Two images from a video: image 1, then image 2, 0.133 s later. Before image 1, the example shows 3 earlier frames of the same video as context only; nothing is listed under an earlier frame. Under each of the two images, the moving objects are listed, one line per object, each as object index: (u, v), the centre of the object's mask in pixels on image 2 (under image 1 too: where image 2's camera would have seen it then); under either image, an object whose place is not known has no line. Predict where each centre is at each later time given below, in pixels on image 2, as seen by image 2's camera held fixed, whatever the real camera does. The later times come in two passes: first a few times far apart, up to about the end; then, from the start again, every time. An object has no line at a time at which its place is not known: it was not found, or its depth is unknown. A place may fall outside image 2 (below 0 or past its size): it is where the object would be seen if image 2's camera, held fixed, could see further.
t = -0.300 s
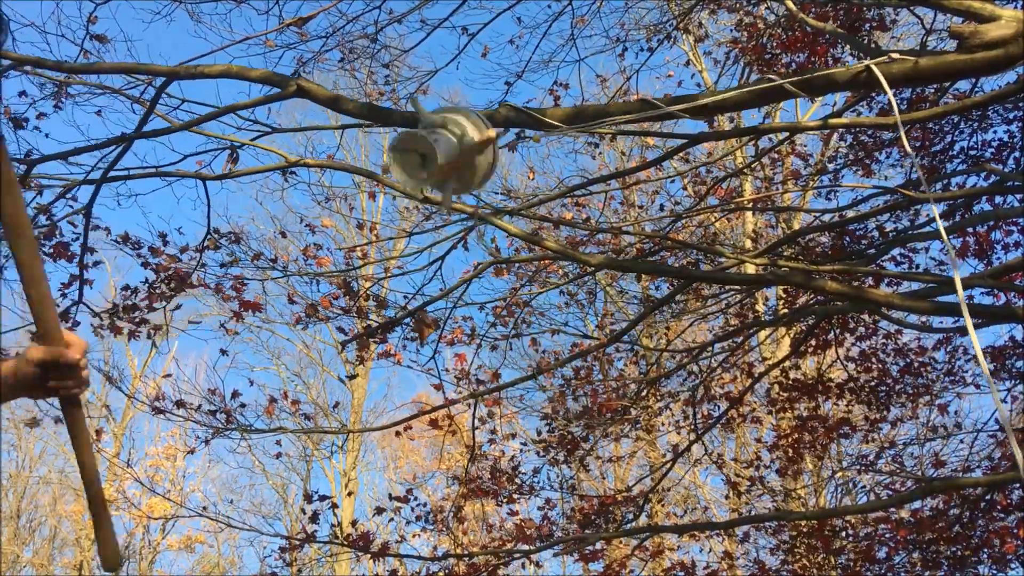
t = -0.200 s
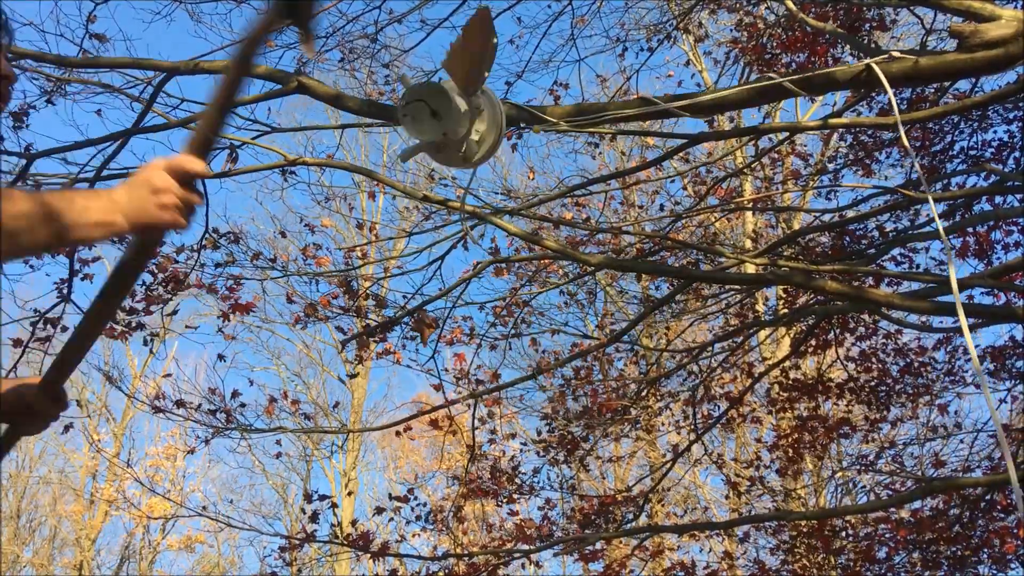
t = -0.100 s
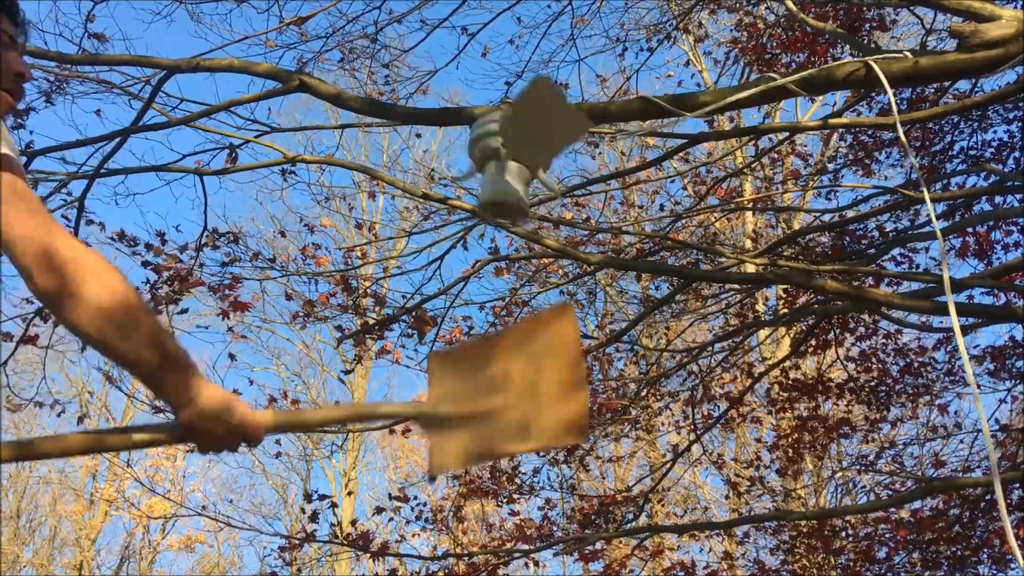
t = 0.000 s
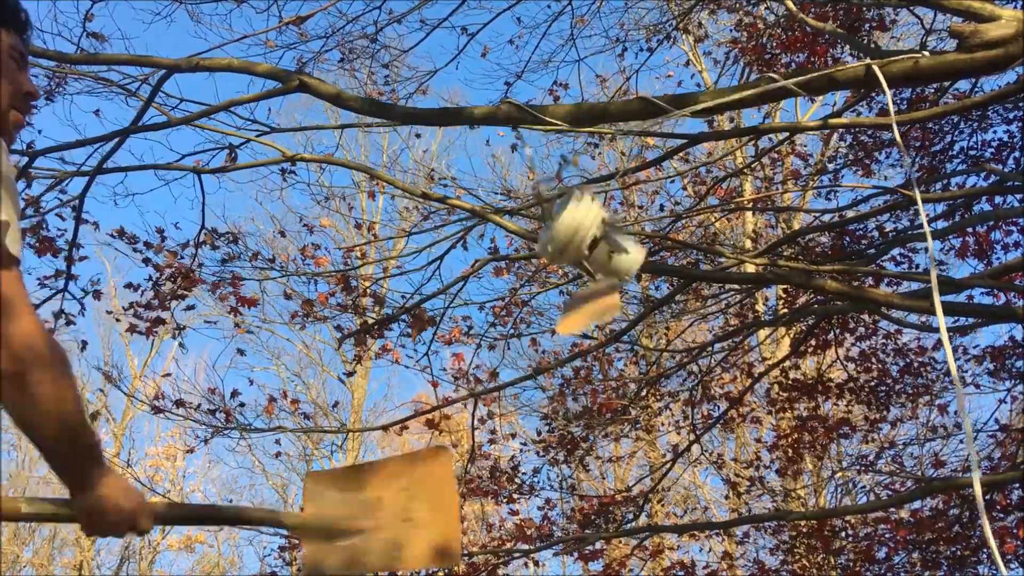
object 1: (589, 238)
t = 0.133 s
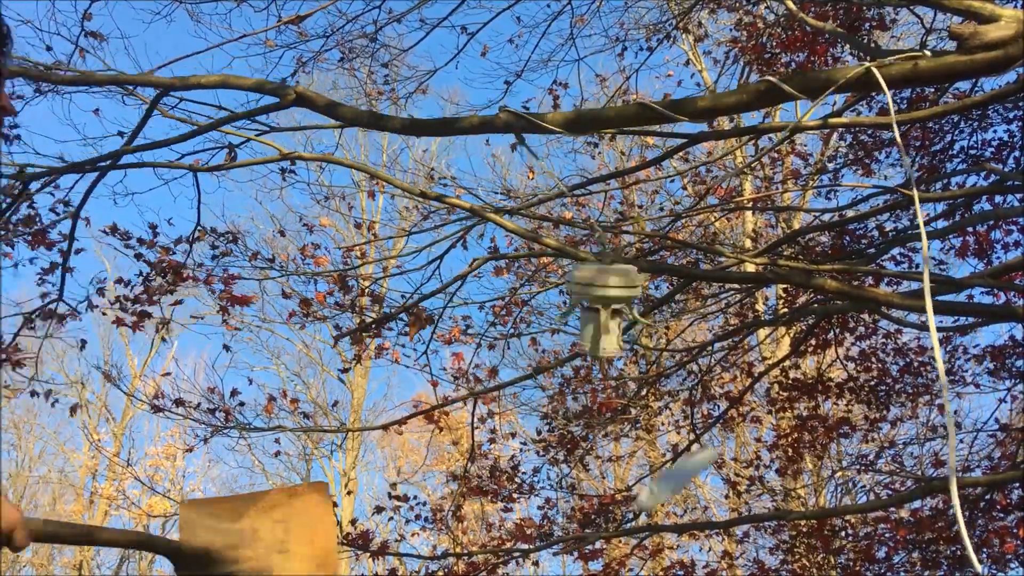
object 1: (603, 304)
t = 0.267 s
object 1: (581, 313)
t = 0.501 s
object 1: (533, 324)
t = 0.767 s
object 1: (487, 181)
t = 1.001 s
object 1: (459, 155)
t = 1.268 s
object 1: (530, 303)
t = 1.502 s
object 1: (595, 325)
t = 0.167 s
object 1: (600, 304)
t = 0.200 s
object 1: (595, 307)
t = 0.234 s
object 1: (590, 309)
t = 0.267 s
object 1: (581, 313)
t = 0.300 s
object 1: (573, 314)
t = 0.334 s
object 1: (565, 316)
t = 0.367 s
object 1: (558, 317)
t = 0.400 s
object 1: (550, 321)
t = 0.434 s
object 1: (544, 324)
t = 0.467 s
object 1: (537, 327)
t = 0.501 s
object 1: (533, 324)
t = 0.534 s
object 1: (530, 318)
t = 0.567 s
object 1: (525, 308)
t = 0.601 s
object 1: (519, 290)
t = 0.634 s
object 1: (513, 270)
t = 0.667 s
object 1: (507, 247)
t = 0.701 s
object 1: (501, 224)
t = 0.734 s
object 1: (494, 202)
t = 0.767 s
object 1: (487, 181)
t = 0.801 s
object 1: (481, 164)
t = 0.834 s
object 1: (476, 152)
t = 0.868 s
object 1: (470, 144)
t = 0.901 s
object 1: (466, 140)
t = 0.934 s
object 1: (462, 140)
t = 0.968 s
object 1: (460, 145)
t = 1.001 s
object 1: (459, 155)
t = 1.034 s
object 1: (460, 169)
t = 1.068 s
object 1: (463, 188)
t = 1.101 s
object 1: (470, 208)
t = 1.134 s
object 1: (479, 230)
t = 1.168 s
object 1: (489, 252)
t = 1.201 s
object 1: (502, 273)
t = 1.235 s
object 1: (516, 291)
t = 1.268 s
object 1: (530, 303)
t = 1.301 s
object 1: (543, 312)
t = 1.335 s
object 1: (555, 316)
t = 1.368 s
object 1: (566, 321)
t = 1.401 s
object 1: (576, 324)
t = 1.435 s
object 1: (583, 326)
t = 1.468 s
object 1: (590, 325)
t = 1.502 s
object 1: (595, 325)
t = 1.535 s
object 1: (598, 325)
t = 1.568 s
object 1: (601, 323)
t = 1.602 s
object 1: (602, 322)
